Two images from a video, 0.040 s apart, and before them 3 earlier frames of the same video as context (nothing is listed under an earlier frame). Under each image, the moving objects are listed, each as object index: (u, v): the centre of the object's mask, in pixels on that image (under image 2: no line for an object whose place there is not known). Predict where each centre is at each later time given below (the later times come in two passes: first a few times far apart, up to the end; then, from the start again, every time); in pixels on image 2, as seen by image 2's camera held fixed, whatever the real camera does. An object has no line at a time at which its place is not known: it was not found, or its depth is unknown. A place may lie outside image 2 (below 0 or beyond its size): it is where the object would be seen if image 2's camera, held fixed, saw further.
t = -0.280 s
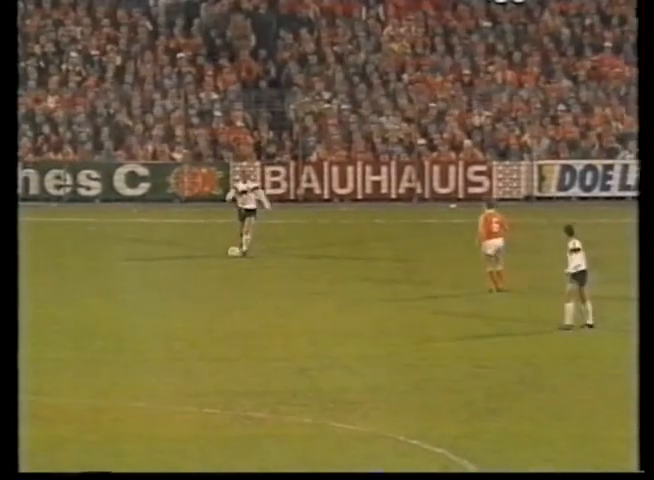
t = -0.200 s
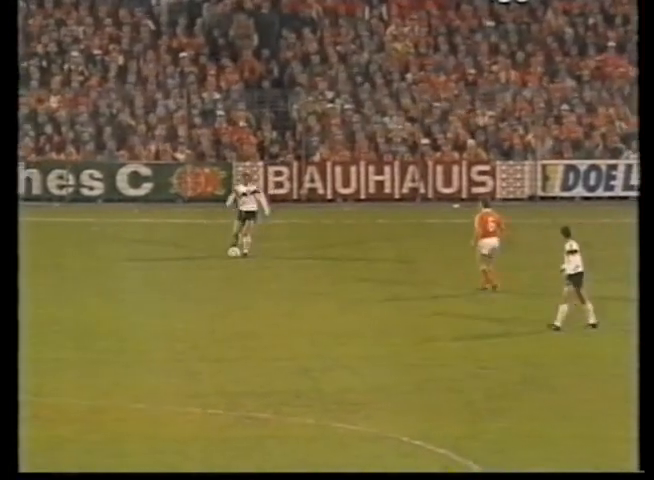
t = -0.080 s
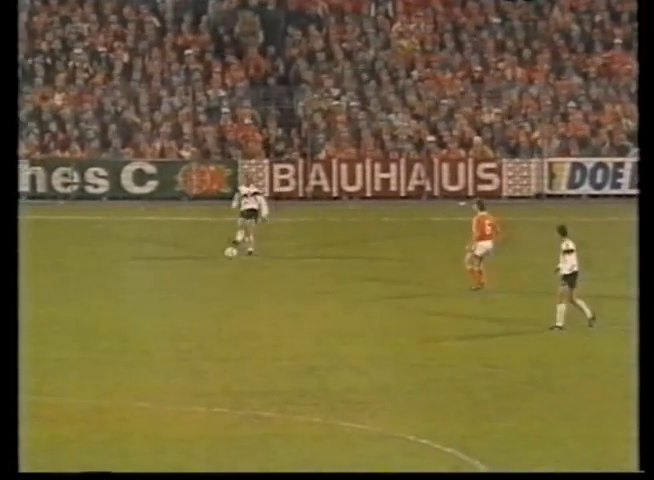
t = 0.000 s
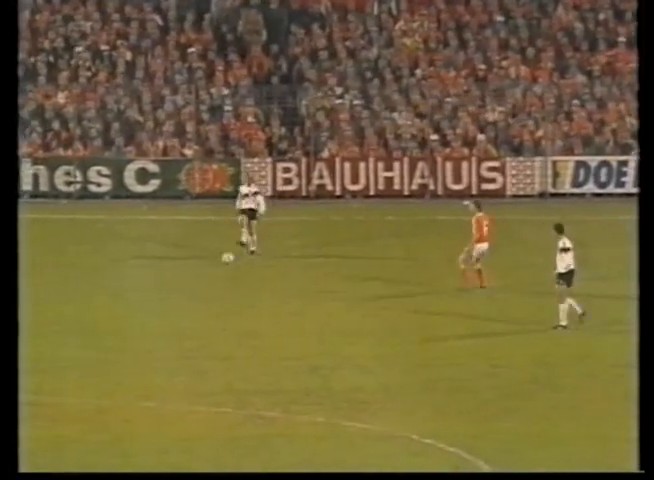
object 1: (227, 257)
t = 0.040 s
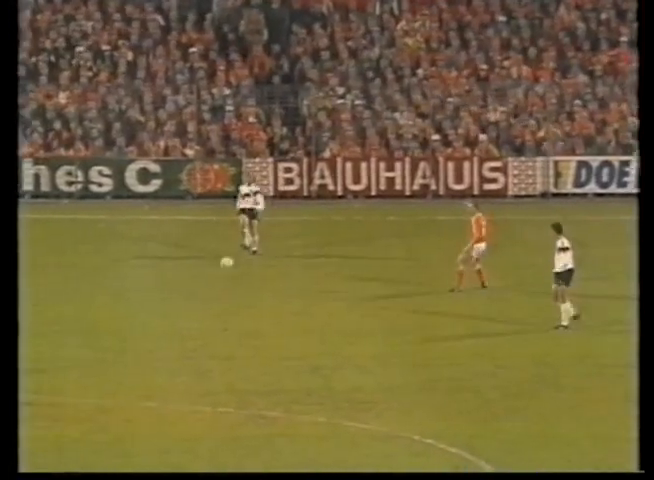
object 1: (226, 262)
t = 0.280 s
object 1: (216, 290)
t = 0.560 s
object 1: (210, 305)
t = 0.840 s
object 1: (204, 327)
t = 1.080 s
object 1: (199, 352)
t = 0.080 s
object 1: (224, 268)
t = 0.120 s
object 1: (222, 274)
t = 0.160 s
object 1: (220, 282)
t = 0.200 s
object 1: (219, 286)
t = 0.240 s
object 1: (218, 287)
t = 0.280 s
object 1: (216, 290)
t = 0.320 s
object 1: (215, 293)
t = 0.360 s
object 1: (214, 297)
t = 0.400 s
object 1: (214, 303)
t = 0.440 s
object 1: (212, 310)
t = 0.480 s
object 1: (211, 310)
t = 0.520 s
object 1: (211, 307)
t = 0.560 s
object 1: (210, 305)
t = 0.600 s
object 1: (209, 305)
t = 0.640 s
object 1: (208, 306)
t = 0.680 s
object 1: (208, 308)
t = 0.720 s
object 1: (207, 311)
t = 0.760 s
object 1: (206, 315)
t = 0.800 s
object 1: (205, 320)
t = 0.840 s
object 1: (204, 327)
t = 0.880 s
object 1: (203, 334)
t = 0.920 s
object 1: (203, 342)
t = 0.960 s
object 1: (202, 352)
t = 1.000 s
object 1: (201, 353)
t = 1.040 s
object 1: (200, 352)
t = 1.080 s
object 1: (199, 352)
